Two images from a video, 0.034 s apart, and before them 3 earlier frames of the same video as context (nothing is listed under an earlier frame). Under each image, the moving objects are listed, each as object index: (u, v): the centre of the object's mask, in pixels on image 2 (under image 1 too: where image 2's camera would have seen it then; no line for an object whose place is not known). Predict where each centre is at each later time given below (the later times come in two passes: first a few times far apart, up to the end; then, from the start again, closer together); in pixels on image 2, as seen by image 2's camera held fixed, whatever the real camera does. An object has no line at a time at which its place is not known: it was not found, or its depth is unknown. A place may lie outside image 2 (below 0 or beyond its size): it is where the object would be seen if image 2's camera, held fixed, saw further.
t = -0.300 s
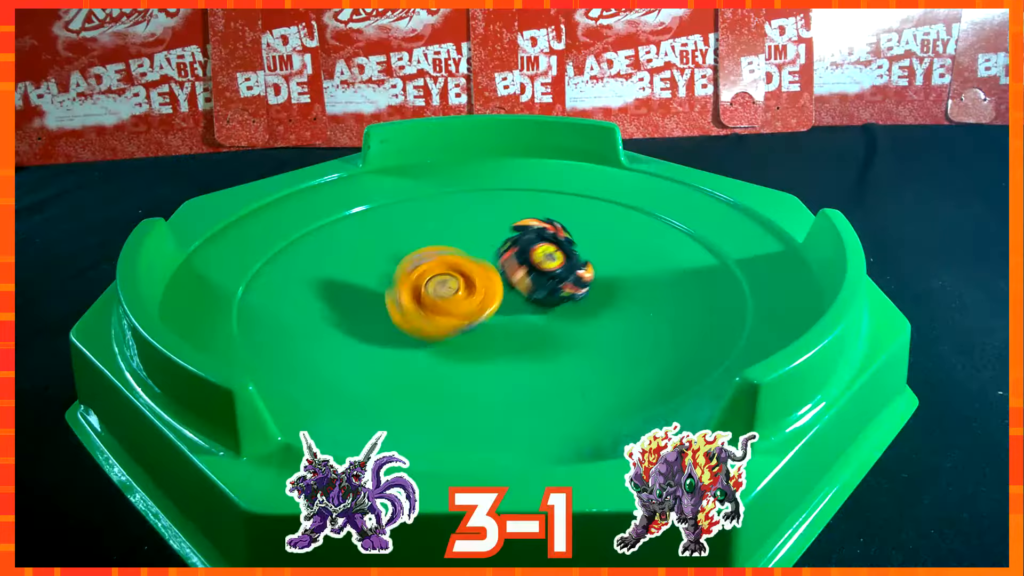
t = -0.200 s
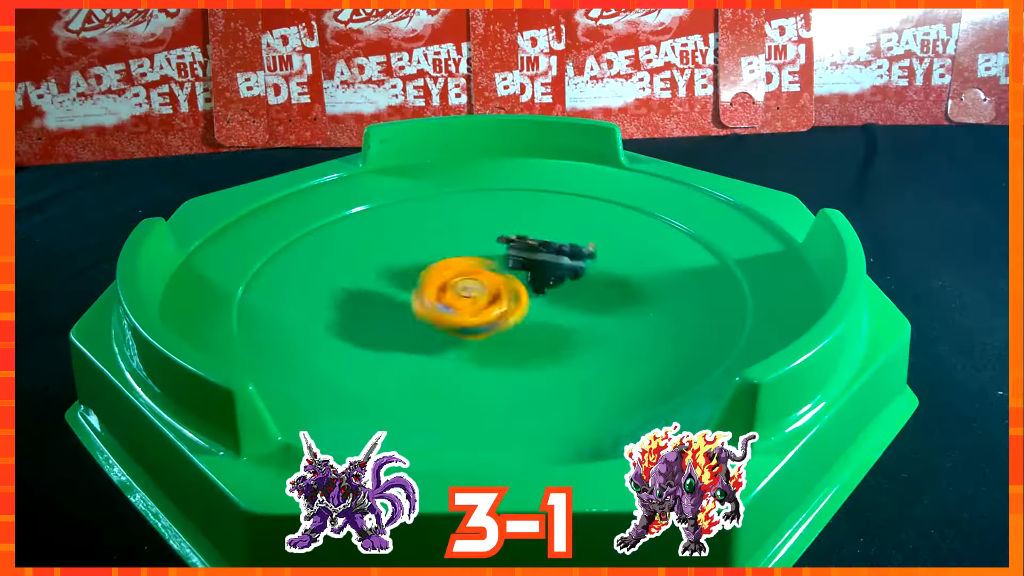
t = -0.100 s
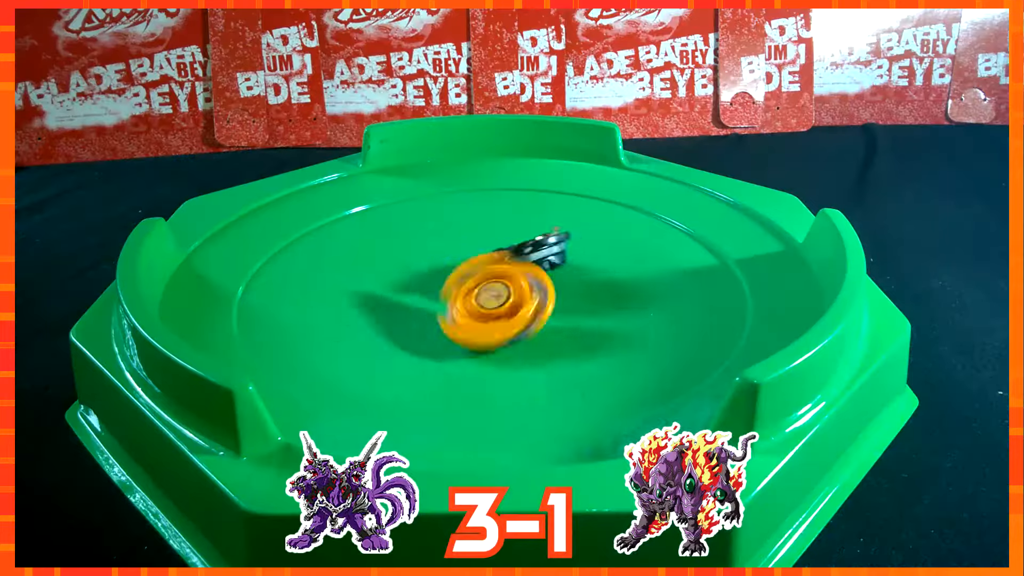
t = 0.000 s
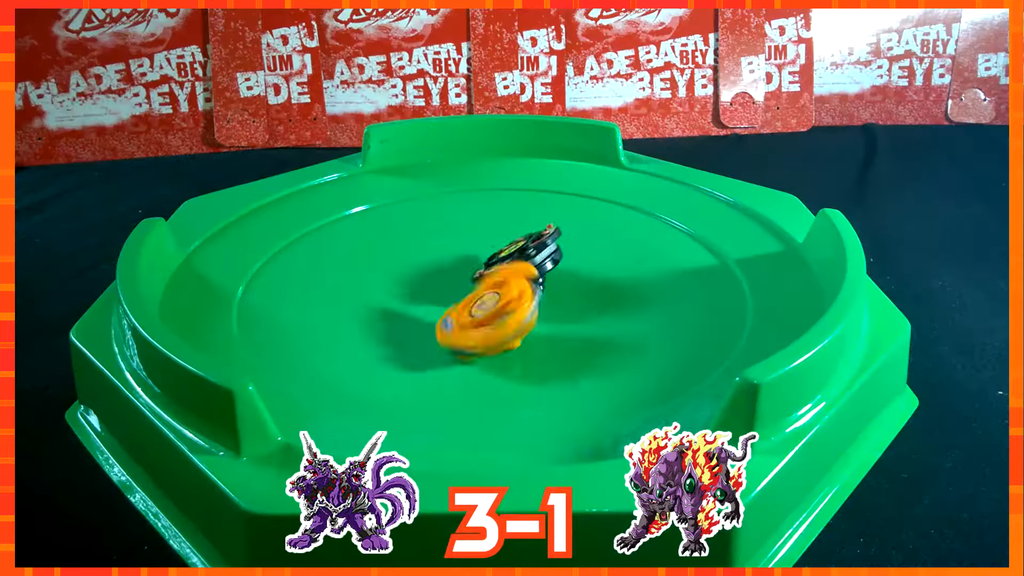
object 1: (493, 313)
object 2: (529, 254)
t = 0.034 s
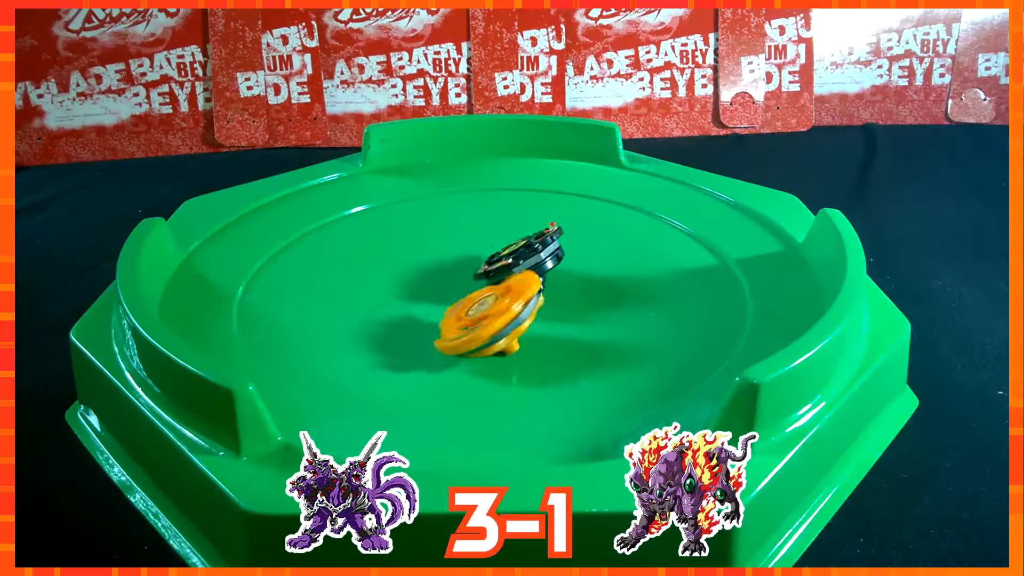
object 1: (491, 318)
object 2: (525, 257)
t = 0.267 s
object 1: (496, 319)
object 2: (520, 264)
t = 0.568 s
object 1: (477, 316)
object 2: (536, 271)
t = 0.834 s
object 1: (481, 317)
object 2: (523, 267)
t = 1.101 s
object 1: (478, 316)
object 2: (522, 266)
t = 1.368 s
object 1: (481, 317)
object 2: (533, 270)
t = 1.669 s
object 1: (480, 317)
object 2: (523, 267)
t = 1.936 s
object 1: (478, 316)
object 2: (525, 267)
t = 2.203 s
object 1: (481, 317)
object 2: (530, 269)
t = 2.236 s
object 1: (481, 317)
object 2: (529, 269)
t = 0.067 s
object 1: (486, 323)
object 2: (527, 259)
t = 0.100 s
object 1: (485, 323)
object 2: (527, 259)
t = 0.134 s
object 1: (488, 322)
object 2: (525, 261)
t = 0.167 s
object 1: (487, 321)
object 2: (522, 262)
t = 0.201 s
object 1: (490, 320)
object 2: (520, 263)
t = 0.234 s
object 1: (493, 319)
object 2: (519, 264)
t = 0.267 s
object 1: (496, 319)
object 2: (520, 264)
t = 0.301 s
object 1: (495, 318)
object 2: (523, 264)
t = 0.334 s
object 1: (492, 317)
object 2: (527, 264)
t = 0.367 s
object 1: (489, 318)
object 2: (529, 268)
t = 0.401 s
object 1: (485, 318)
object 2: (531, 270)
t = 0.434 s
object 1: (482, 317)
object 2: (533, 270)
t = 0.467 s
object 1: (479, 316)
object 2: (535, 270)
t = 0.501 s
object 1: (476, 315)
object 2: (536, 270)
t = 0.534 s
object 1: (476, 315)
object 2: (537, 271)
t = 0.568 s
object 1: (477, 316)
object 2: (536, 271)
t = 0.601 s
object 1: (478, 316)
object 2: (536, 270)
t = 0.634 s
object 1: (480, 317)
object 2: (534, 270)
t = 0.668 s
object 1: (481, 317)
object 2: (532, 270)
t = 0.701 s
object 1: (482, 317)
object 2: (529, 269)
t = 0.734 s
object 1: (482, 317)
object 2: (527, 268)
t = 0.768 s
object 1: (482, 317)
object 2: (526, 268)
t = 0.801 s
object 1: (482, 317)
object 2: (524, 268)
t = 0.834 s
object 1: (481, 317)
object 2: (523, 267)
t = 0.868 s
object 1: (481, 317)
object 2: (522, 267)
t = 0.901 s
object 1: (479, 316)
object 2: (522, 266)
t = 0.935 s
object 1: (478, 316)
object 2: (521, 266)
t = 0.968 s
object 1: (477, 316)
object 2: (521, 265)
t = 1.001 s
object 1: (477, 316)
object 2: (521, 265)
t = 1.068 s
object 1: (477, 316)
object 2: (521, 266)
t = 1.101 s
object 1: (478, 316)
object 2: (522, 266)
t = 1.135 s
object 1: (479, 316)
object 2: (523, 267)
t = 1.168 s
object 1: (480, 317)
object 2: (524, 267)
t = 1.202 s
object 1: (481, 317)
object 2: (525, 268)
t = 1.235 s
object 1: (481, 317)
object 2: (527, 268)
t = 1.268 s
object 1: (482, 317)
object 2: (528, 269)
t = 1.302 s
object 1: (481, 317)
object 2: (530, 270)
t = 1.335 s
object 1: (481, 317)
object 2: (533, 270)
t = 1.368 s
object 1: (481, 317)
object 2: (533, 270)
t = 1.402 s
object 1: (480, 317)
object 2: (533, 270)
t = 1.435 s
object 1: (479, 316)
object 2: (531, 269)
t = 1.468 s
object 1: (478, 316)
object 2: (529, 269)
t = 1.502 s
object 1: (477, 316)
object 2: (528, 268)
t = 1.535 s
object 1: (477, 316)
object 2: (527, 268)
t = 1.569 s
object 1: (477, 316)
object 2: (526, 267)
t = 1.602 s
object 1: (478, 316)
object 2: (525, 267)
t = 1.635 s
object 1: (479, 316)
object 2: (524, 267)
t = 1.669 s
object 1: (480, 317)
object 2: (523, 267)
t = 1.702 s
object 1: (481, 317)
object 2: (522, 267)
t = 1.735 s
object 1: (481, 317)
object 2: (522, 267)
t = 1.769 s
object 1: (481, 317)
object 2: (522, 267)
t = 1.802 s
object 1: (481, 317)
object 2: (522, 267)
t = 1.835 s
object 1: (481, 317)
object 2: (523, 267)
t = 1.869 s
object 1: (480, 317)
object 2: (523, 267)
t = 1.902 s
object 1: (479, 316)
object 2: (524, 267)
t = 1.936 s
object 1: (478, 316)
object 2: (525, 267)
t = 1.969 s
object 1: (477, 316)
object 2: (526, 268)
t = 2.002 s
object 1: (477, 316)
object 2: (528, 268)
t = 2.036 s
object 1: (477, 316)
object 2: (529, 268)
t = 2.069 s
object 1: (478, 316)
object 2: (530, 269)
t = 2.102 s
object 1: (478, 316)
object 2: (532, 270)
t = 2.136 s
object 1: (479, 316)
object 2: (533, 270)
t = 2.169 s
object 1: (480, 317)
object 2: (532, 270)
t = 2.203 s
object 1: (481, 317)
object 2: (530, 269)
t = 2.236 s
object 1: (481, 317)
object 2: (529, 269)
